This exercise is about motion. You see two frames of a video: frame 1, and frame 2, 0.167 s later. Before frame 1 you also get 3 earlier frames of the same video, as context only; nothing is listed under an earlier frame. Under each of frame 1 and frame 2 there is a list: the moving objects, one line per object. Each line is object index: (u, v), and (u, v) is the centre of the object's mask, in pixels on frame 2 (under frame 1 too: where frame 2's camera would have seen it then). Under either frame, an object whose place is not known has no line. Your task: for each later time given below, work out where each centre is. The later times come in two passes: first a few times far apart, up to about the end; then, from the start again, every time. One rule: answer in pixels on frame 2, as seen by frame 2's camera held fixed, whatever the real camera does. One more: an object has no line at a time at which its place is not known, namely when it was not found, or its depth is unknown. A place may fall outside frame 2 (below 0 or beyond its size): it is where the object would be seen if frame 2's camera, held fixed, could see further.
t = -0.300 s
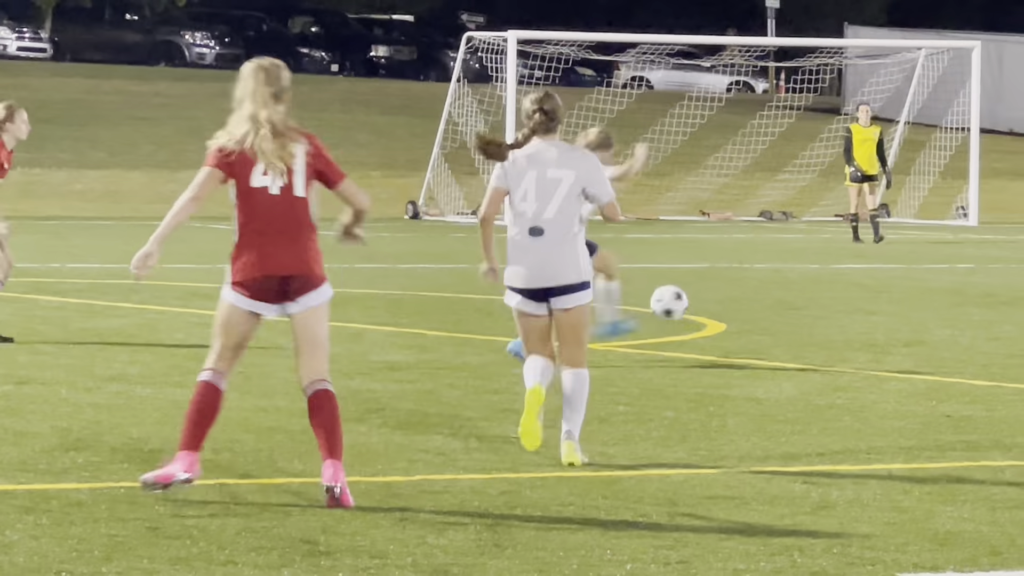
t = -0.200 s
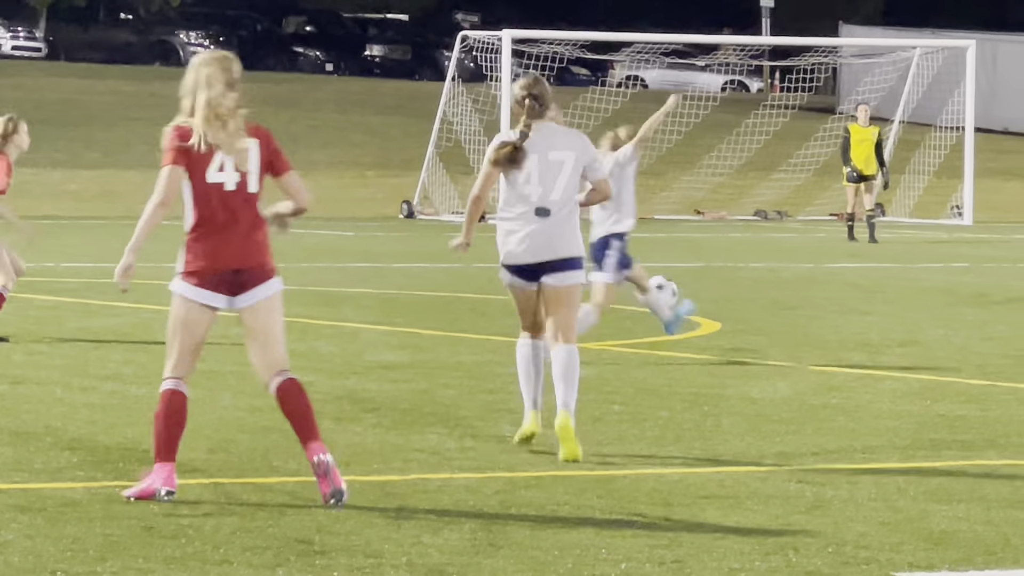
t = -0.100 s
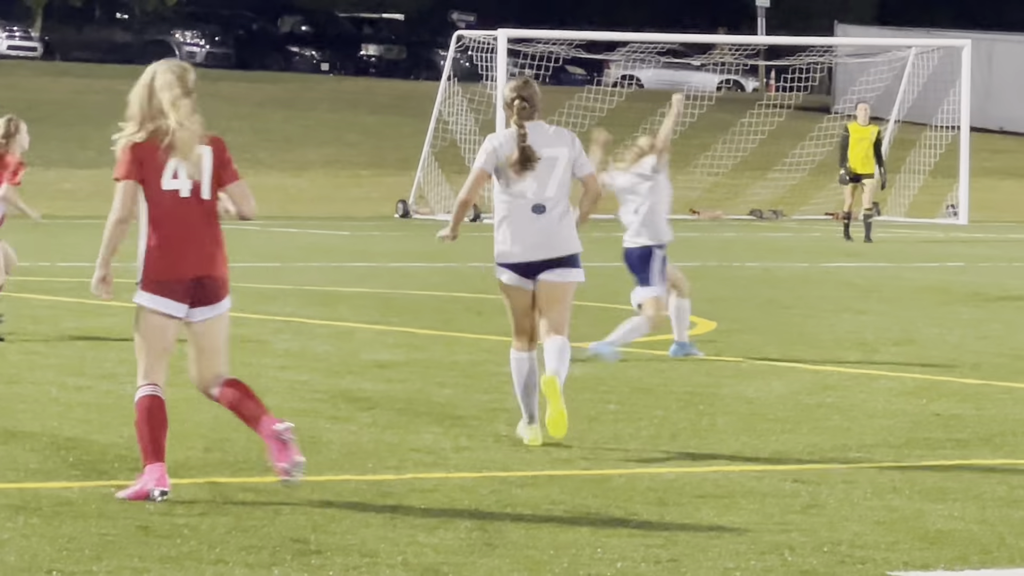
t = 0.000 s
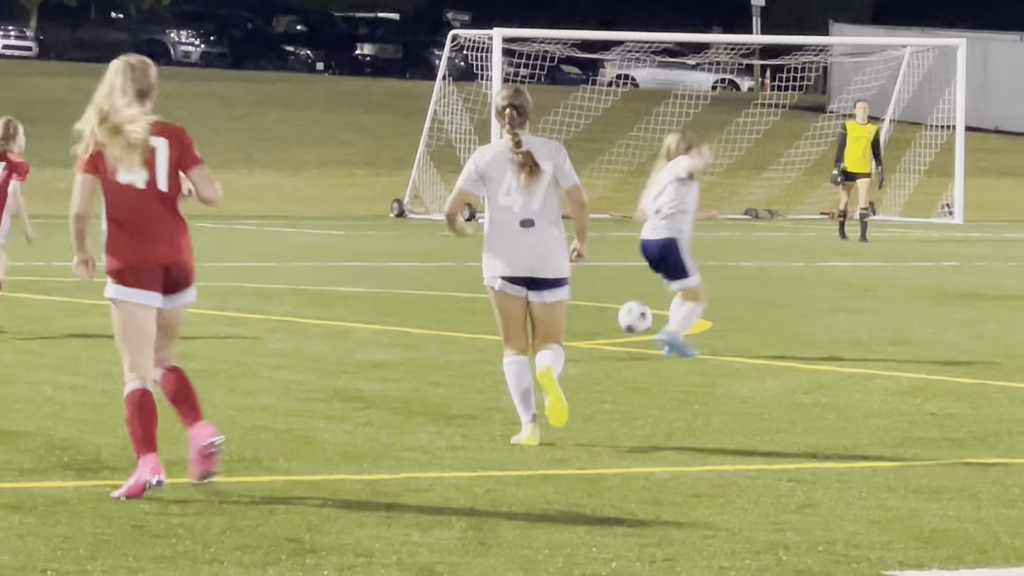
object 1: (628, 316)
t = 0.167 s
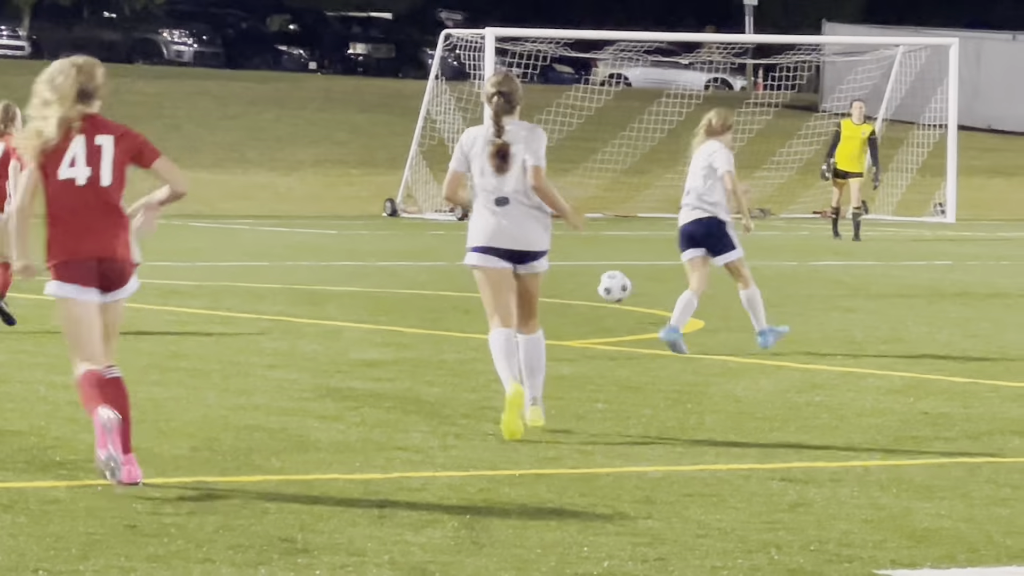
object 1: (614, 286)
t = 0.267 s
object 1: (606, 288)
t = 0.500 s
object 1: (586, 282)
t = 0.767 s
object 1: (570, 283)
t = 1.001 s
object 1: (559, 280)
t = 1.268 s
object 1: (546, 276)
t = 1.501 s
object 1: (534, 272)
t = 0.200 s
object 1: (611, 285)
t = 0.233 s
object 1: (609, 286)
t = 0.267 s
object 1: (606, 288)
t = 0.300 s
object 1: (602, 291)
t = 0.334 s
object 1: (599, 296)
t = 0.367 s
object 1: (596, 297)
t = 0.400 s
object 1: (593, 290)
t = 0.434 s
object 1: (590, 286)
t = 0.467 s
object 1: (589, 283)
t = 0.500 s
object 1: (586, 282)
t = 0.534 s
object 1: (583, 282)
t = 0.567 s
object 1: (581, 283)
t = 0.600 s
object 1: (578, 287)
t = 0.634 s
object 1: (576, 289)
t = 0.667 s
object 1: (574, 286)
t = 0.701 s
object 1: (573, 283)
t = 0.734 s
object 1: (571, 282)
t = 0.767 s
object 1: (570, 283)
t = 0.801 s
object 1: (569, 285)
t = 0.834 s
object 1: (567, 284)
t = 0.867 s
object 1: (565, 282)
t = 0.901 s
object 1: (564, 281)
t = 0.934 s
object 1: (562, 281)
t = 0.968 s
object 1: (561, 281)
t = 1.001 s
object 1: (559, 280)
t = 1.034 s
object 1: (557, 279)
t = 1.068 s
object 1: (556, 279)
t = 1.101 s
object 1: (554, 279)
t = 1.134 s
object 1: (553, 278)
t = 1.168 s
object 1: (551, 277)
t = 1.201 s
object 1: (550, 277)
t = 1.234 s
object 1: (548, 277)
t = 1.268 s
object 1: (546, 276)
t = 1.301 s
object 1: (545, 275)
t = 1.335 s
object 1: (543, 275)
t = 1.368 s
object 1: (541, 274)
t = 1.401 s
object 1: (539, 274)
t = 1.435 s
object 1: (537, 273)
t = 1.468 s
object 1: (536, 273)
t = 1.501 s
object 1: (534, 272)
